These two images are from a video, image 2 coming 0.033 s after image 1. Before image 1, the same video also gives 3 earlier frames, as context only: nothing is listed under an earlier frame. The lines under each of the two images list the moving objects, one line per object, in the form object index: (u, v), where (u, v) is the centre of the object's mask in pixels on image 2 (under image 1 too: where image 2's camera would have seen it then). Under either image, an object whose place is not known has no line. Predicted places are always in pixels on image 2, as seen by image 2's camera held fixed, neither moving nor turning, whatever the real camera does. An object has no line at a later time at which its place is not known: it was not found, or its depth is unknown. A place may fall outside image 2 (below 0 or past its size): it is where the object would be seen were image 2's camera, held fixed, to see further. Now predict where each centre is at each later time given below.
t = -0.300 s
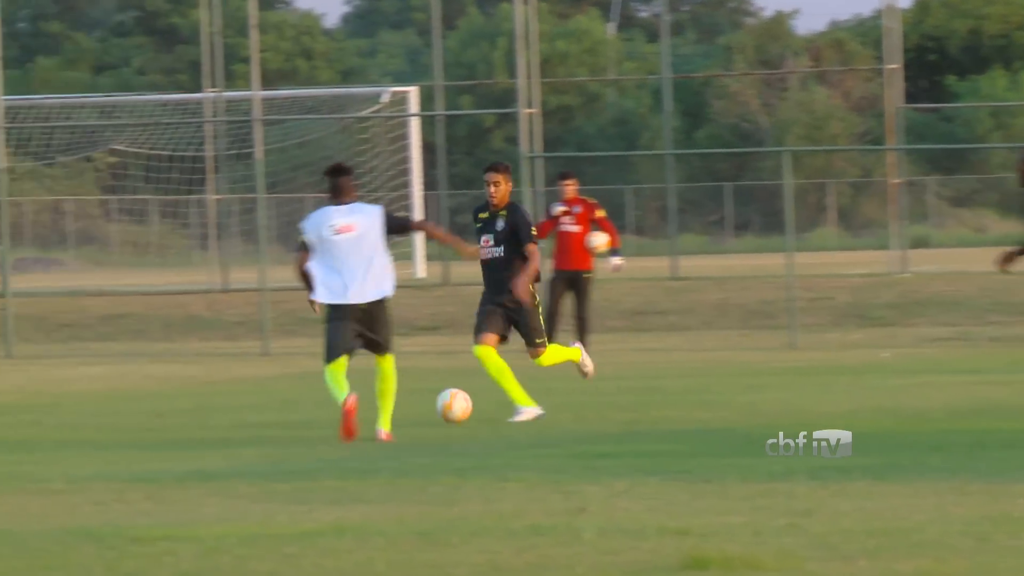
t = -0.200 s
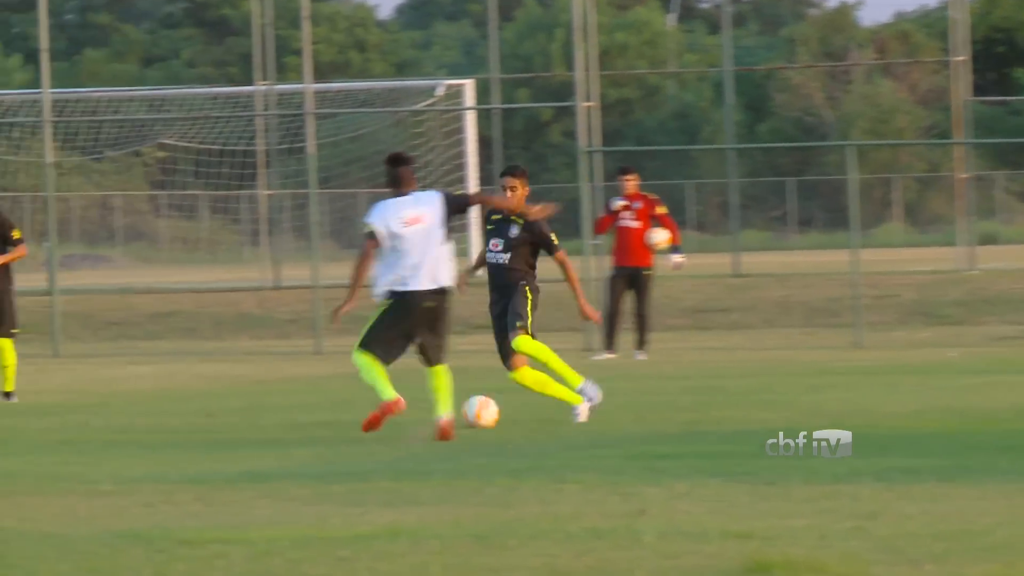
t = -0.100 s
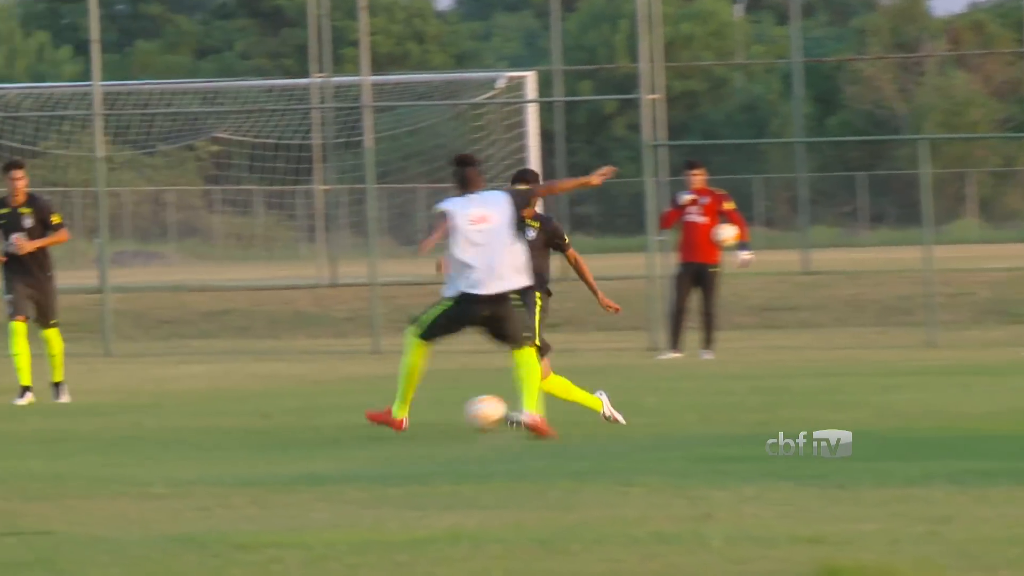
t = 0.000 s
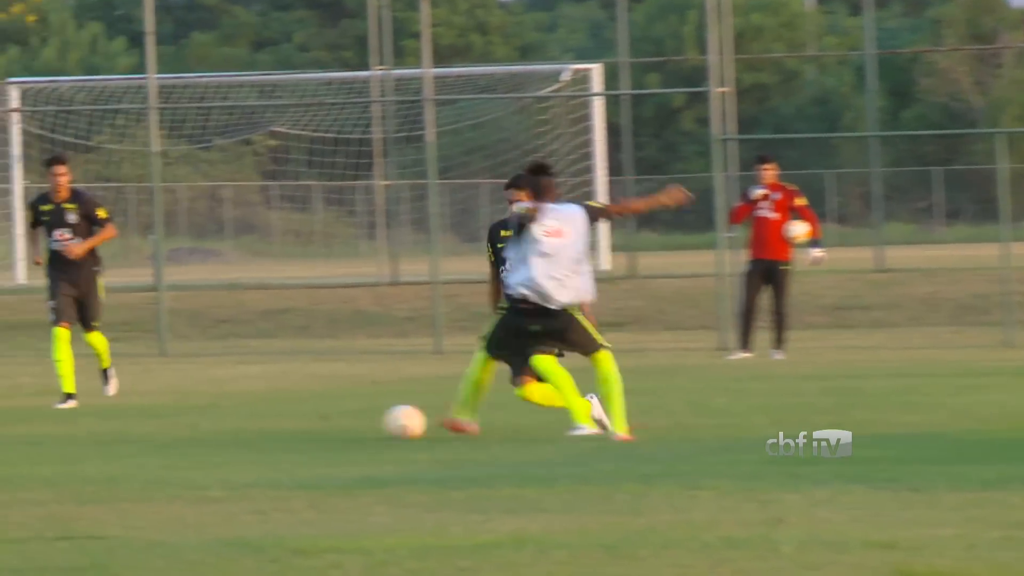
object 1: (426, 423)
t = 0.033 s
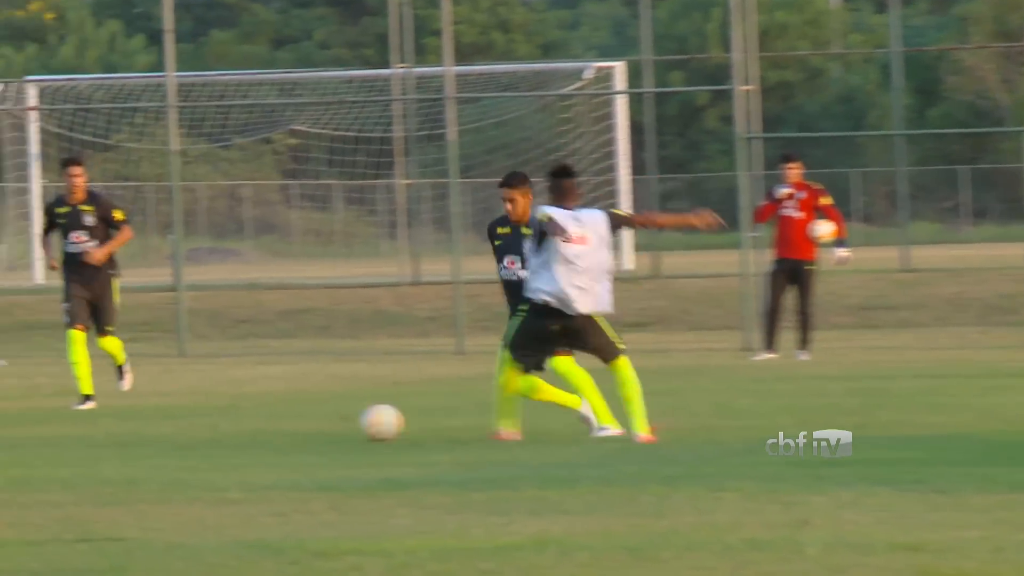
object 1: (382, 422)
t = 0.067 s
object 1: (340, 422)
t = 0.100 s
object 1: (297, 422)
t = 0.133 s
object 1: (255, 424)
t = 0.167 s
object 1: (212, 428)
